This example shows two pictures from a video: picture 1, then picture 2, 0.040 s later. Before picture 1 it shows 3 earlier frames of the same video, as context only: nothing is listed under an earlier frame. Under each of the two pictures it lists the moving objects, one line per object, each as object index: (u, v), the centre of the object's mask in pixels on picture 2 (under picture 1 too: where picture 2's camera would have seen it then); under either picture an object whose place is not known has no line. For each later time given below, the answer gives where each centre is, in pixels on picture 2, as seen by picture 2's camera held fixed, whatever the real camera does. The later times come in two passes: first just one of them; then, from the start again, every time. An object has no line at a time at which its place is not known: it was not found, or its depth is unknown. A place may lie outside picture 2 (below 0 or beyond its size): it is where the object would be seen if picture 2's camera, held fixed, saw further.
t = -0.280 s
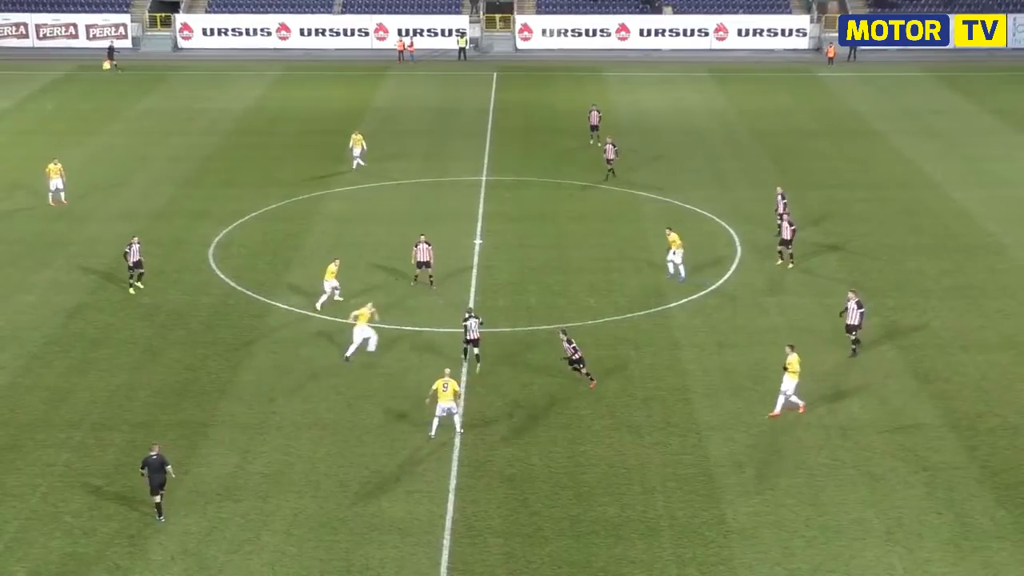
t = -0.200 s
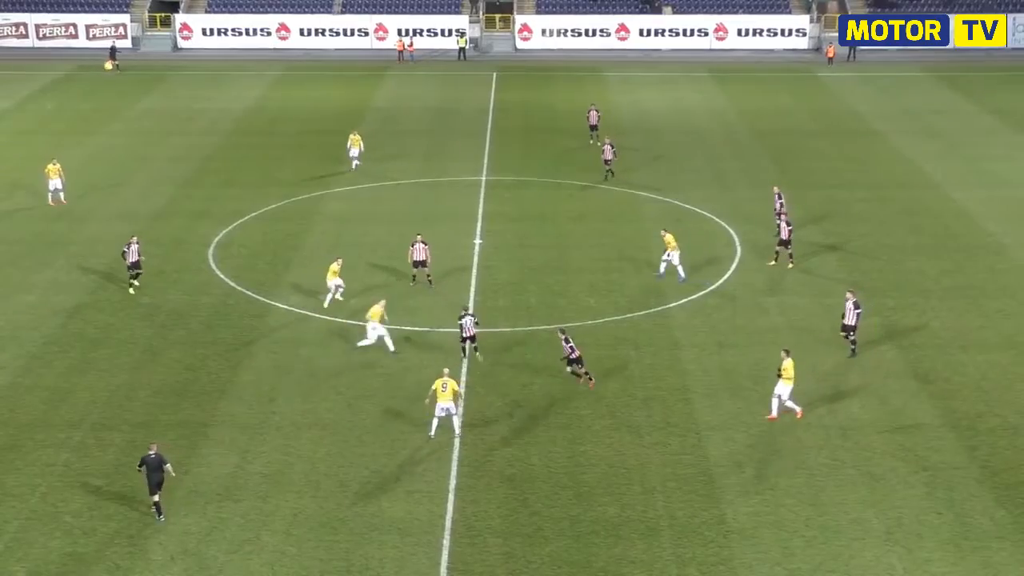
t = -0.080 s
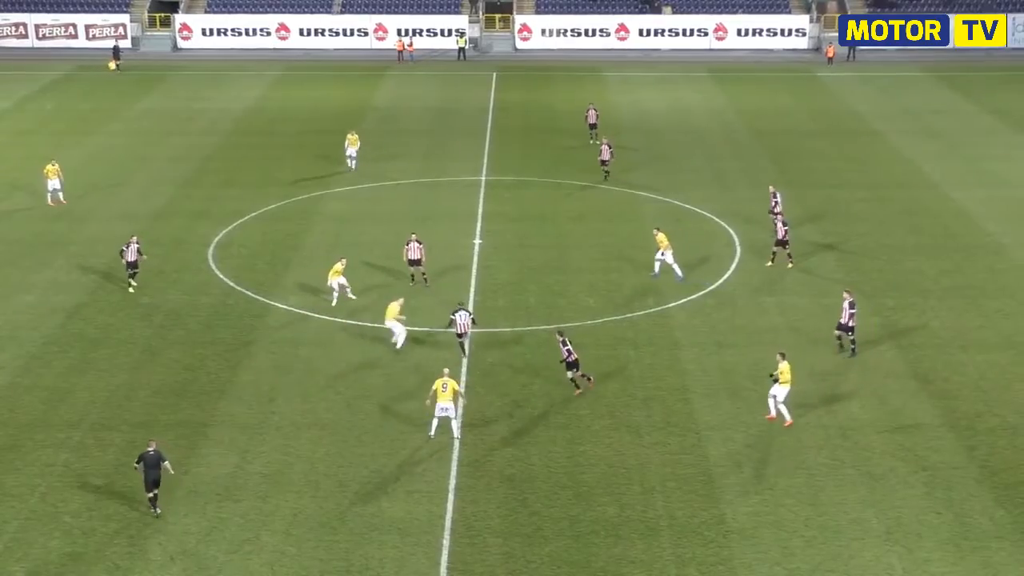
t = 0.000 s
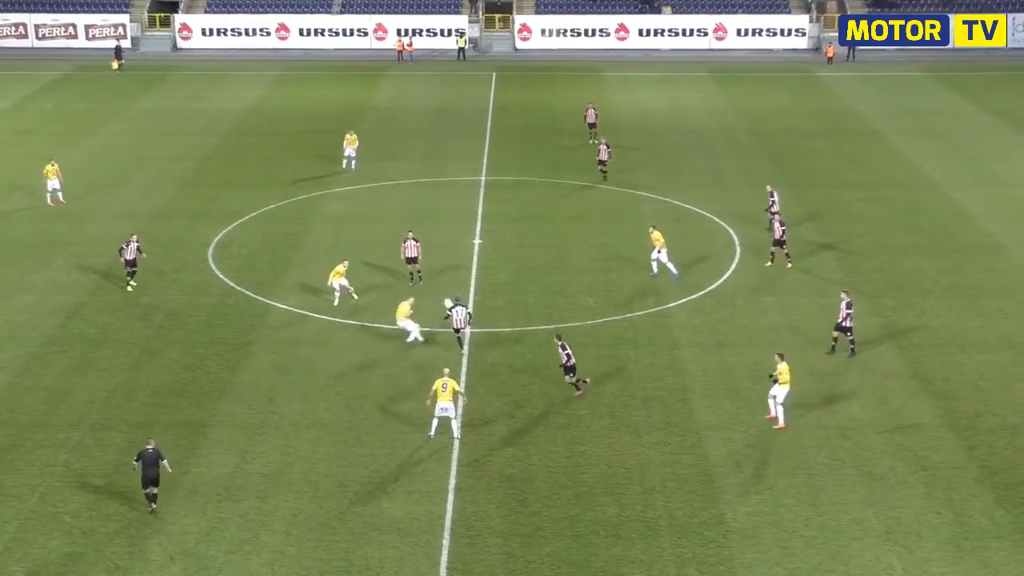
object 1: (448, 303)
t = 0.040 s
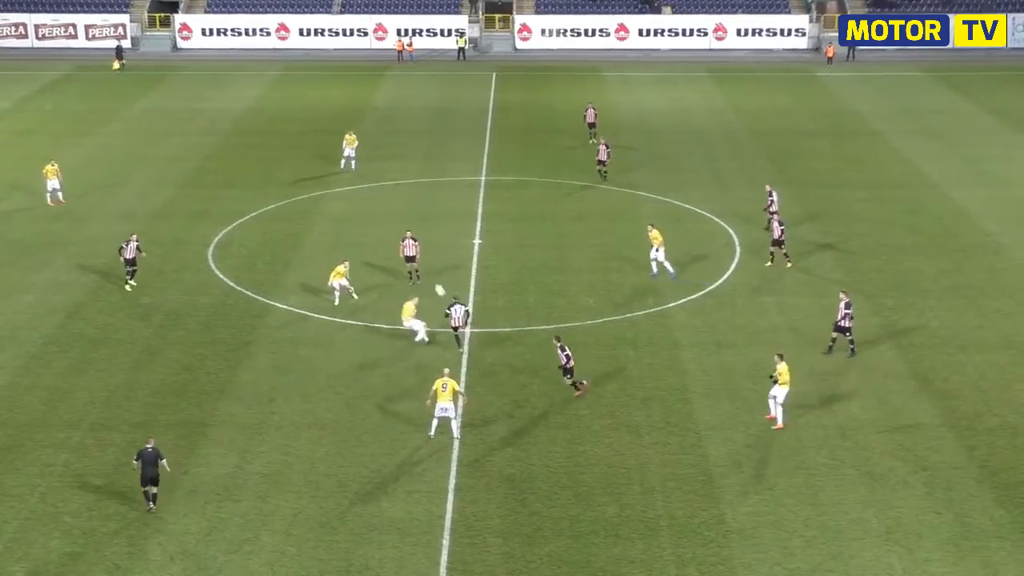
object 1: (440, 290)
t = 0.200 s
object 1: (404, 240)
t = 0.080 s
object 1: (431, 277)
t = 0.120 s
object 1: (422, 264)
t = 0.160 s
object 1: (414, 253)
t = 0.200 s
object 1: (404, 240)
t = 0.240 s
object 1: (396, 231)
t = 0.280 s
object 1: (387, 221)
